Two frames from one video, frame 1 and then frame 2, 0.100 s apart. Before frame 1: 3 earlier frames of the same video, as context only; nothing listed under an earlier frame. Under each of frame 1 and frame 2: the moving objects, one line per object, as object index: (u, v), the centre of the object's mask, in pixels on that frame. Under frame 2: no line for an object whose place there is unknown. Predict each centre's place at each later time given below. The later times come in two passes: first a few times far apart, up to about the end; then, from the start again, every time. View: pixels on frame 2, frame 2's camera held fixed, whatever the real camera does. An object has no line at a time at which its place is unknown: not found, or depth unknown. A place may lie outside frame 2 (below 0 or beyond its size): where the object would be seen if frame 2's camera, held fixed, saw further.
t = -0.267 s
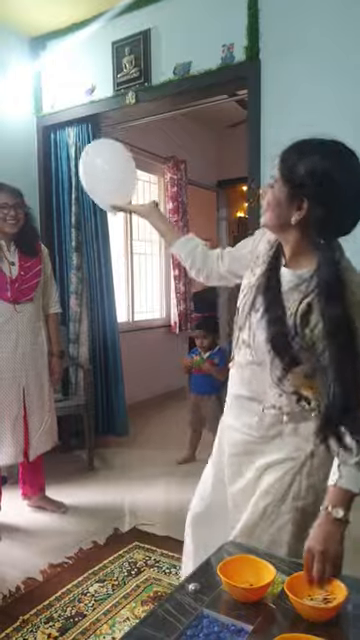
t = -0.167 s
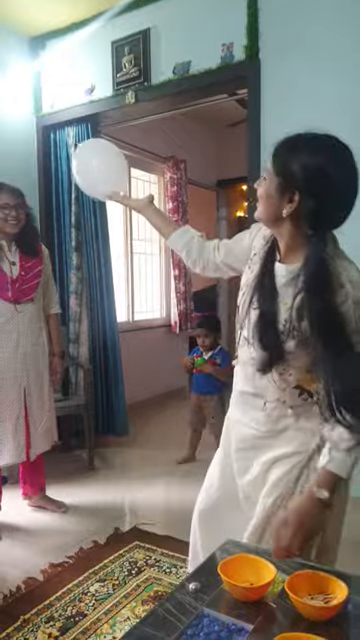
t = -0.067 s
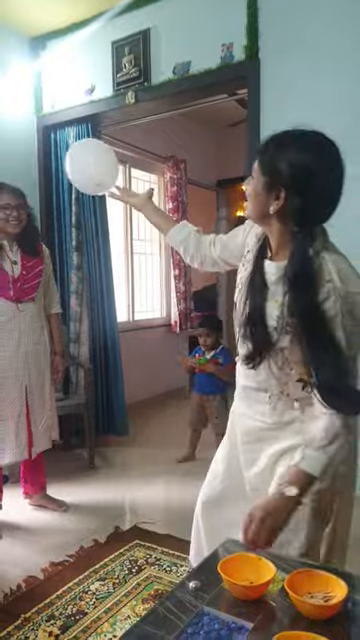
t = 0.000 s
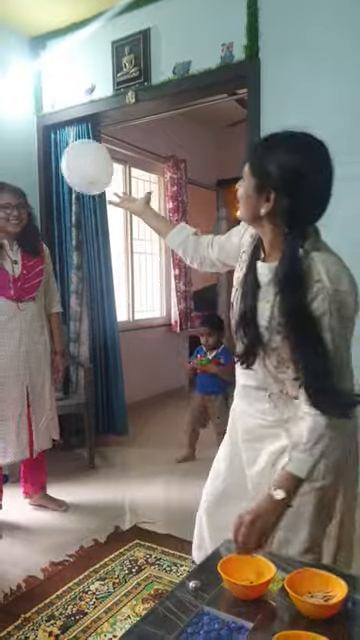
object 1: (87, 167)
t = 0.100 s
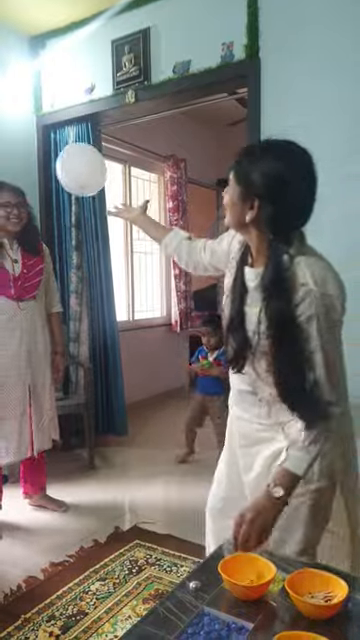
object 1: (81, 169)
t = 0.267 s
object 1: (73, 182)
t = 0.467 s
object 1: (71, 218)
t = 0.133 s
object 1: (79, 171)
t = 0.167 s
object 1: (78, 173)
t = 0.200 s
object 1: (76, 175)
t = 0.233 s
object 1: (74, 179)
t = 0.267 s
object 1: (73, 182)
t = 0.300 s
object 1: (72, 187)
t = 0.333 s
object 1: (71, 192)
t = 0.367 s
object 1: (70, 197)
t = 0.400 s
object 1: (70, 203)
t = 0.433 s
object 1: (70, 210)
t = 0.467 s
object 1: (71, 218)
